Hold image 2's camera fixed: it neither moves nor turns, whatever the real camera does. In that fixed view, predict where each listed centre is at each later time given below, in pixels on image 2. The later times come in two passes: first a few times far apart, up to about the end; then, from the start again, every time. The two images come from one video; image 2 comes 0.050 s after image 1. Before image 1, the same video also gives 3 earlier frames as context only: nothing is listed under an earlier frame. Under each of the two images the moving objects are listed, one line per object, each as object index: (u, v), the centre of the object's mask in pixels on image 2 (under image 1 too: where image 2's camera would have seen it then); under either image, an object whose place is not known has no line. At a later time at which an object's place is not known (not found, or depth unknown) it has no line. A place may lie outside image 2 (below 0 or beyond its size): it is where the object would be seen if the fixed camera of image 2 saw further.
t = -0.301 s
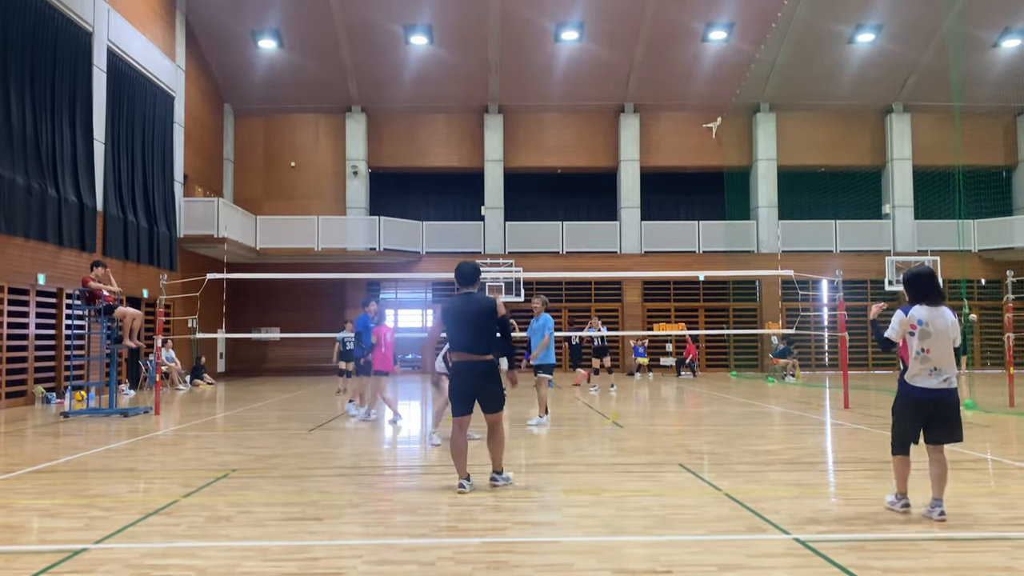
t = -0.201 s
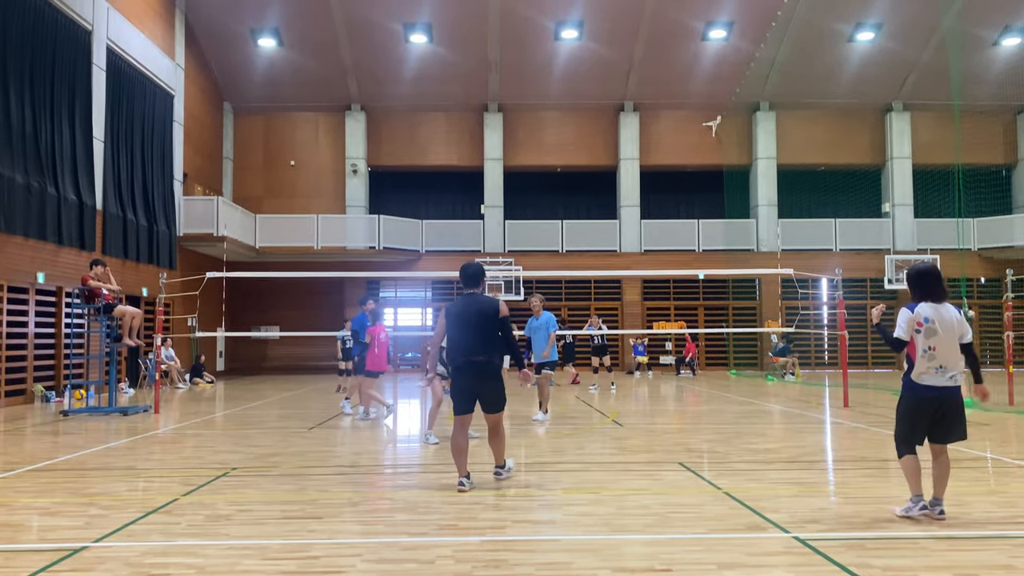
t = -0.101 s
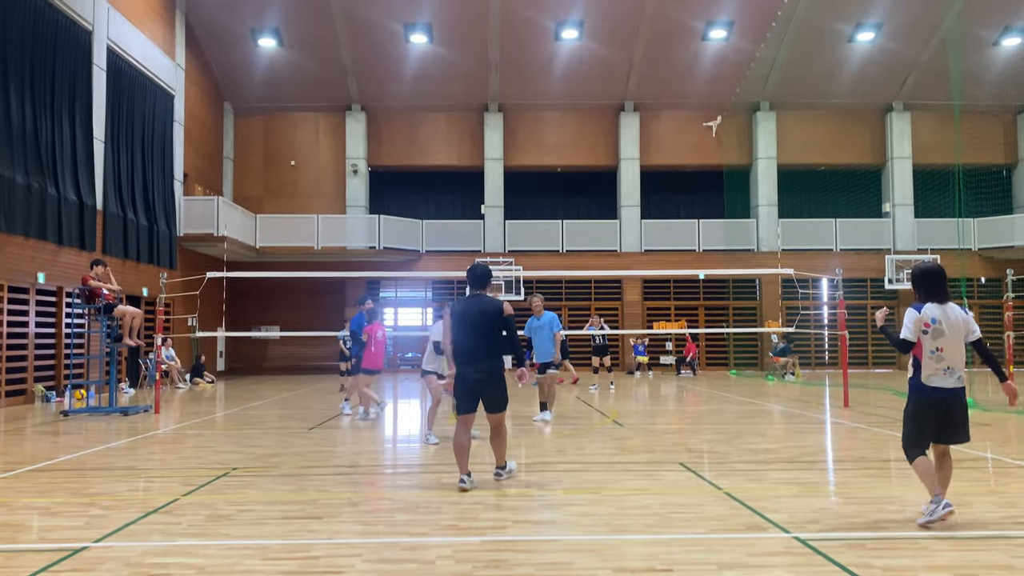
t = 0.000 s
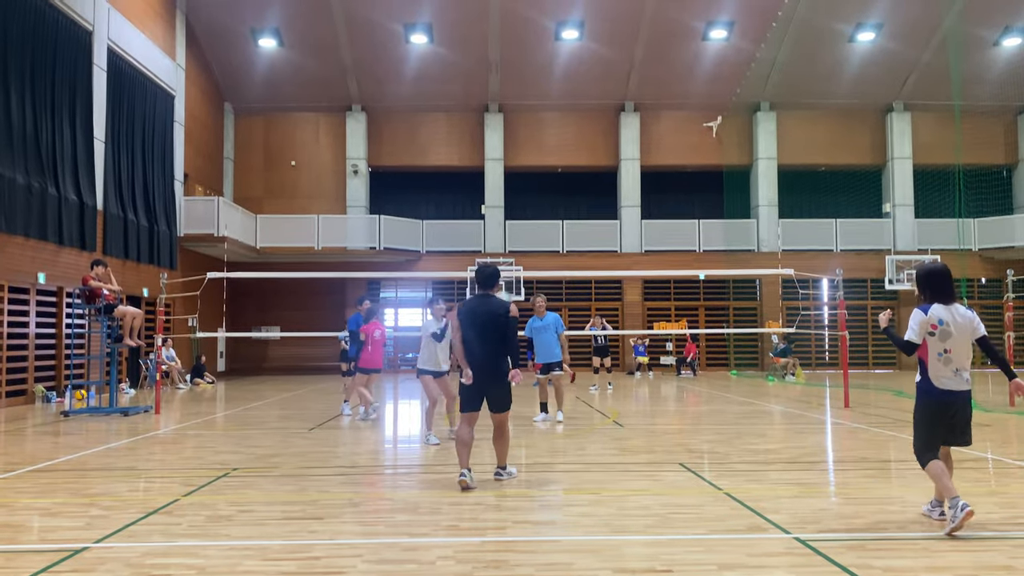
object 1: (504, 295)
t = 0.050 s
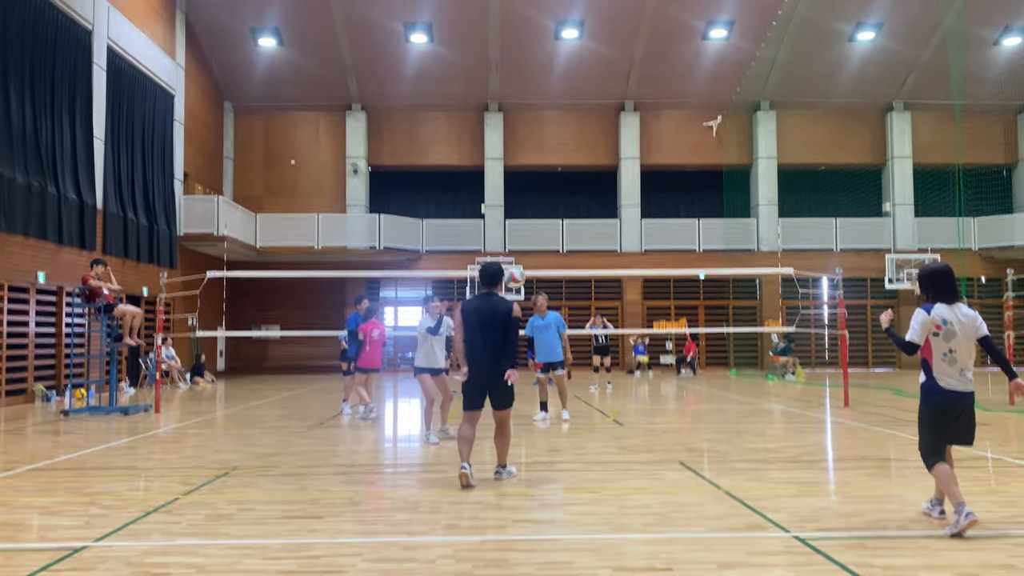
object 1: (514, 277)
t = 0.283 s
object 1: (579, 189)
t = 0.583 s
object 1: (689, 144)
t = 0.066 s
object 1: (518, 270)
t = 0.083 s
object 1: (522, 261)
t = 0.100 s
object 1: (527, 256)
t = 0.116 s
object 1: (531, 248)
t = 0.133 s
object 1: (535, 242)
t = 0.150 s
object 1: (540, 234)
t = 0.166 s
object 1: (545, 227)
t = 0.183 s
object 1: (550, 221)
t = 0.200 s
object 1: (555, 215)
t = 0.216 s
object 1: (560, 209)
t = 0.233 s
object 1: (564, 205)
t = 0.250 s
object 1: (569, 199)
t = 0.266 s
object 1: (575, 193)
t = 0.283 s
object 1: (579, 189)
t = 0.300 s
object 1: (585, 185)
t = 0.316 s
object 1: (590, 180)
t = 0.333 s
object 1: (596, 175)
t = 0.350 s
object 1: (601, 171)
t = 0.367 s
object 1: (607, 167)
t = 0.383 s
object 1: (612, 164)
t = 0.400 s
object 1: (617, 161)
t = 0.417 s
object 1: (623, 157)
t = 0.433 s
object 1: (630, 154)
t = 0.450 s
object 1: (637, 152)
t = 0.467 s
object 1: (644, 150)
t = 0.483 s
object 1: (649, 149)
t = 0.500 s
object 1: (655, 147)
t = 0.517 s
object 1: (662, 146)
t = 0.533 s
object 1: (668, 145)
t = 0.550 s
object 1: (675, 144)
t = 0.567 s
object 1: (682, 144)
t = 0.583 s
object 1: (689, 144)
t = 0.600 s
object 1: (696, 145)
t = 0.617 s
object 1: (704, 146)
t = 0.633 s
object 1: (711, 148)
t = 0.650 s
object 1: (719, 149)
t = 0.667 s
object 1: (727, 151)
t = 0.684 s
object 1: (735, 153)
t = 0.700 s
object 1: (743, 157)
